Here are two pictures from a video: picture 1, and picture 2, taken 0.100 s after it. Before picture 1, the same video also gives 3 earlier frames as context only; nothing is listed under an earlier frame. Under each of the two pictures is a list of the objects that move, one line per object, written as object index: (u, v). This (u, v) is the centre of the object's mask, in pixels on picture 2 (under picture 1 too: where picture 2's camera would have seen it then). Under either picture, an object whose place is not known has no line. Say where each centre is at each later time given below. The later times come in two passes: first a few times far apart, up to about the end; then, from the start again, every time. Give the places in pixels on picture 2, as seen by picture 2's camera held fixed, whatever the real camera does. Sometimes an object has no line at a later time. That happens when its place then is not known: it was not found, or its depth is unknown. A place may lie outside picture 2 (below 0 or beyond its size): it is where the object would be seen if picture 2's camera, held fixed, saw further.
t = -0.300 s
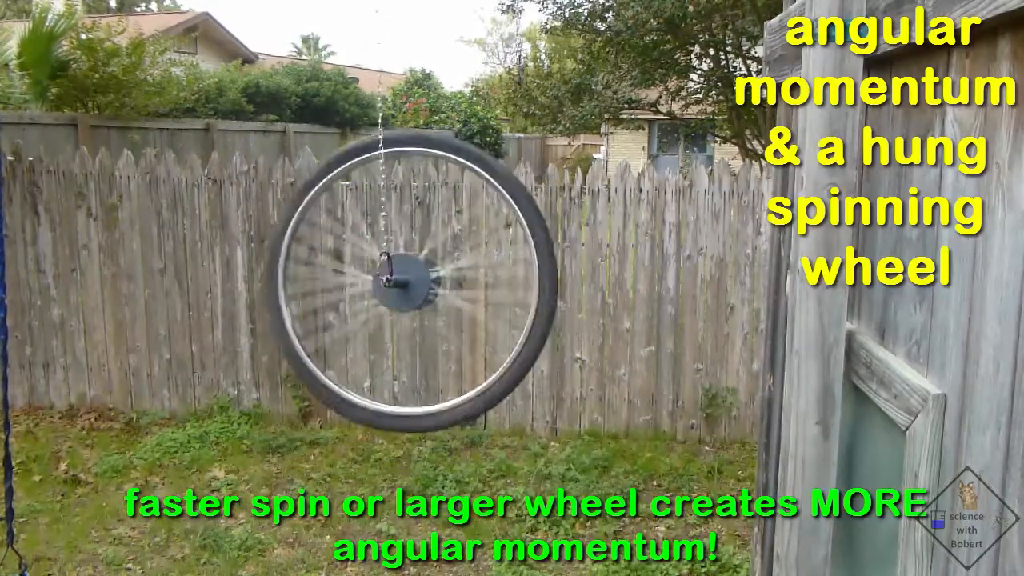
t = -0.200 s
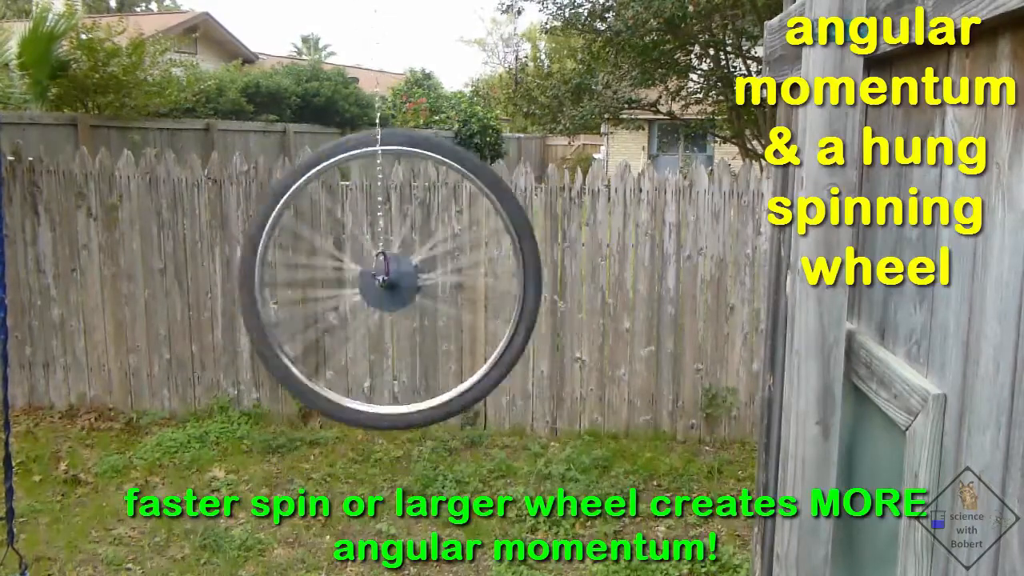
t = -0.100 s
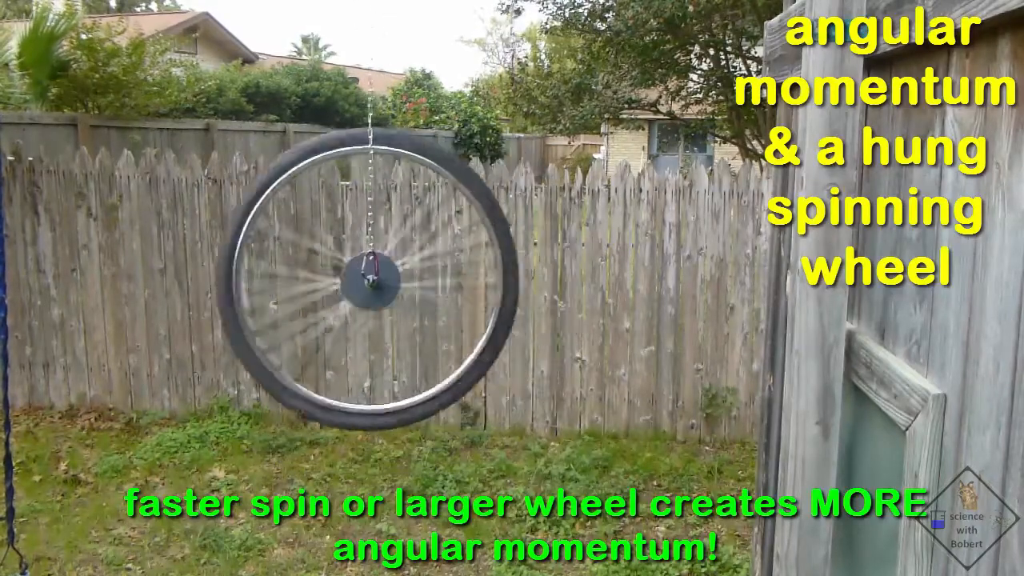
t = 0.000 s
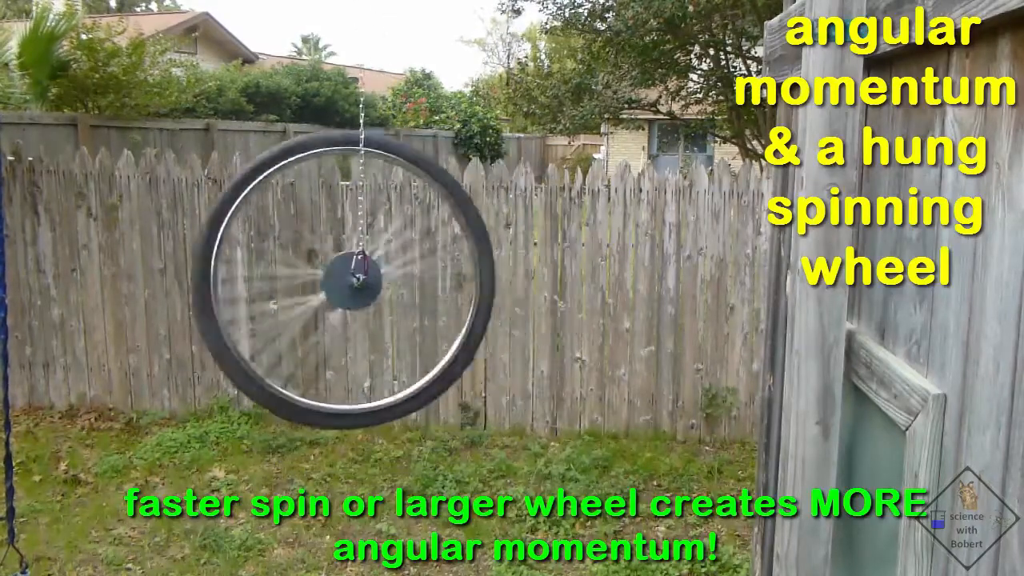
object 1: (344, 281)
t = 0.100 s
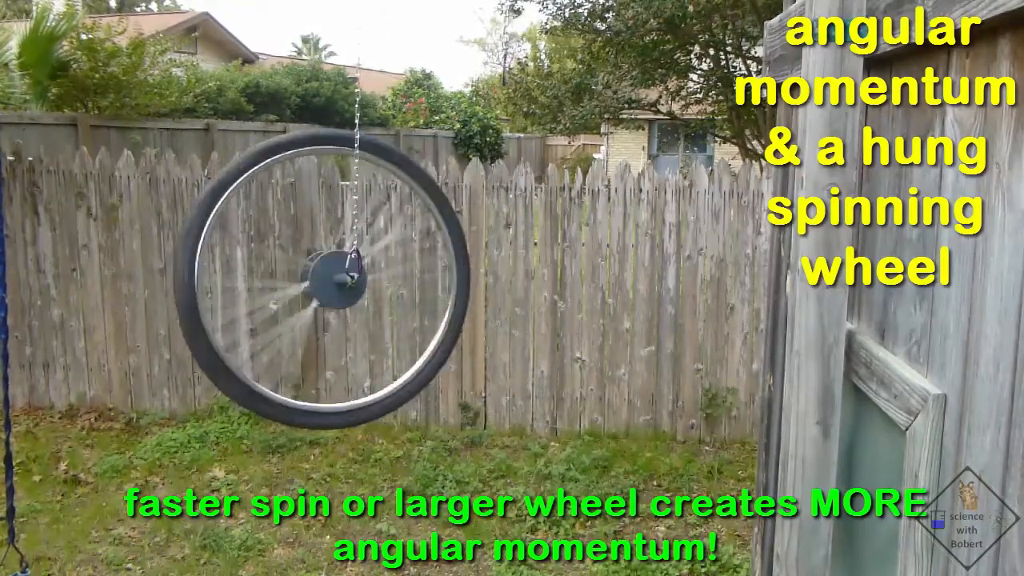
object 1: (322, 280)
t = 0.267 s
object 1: (294, 276)
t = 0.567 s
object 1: (261, 276)
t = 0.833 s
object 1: (254, 285)
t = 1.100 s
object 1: (273, 296)
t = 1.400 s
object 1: (303, 303)
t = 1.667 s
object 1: (332, 308)
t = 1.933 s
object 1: (358, 308)
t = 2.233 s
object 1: (381, 306)
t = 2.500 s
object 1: (411, 302)
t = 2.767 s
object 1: (450, 293)
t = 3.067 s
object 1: (482, 284)
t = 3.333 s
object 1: (497, 281)
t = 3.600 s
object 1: (472, 283)
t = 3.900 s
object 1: (413, 285)
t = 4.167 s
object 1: (347, 283)
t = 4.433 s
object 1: (288, 281)
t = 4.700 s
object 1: (250, 284)
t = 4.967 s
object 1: (245, 286)
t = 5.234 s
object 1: (270, 307)
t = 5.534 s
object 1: (311, 308)
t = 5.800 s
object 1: (347, 310)
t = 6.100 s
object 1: (378, 309)
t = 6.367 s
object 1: (408, 310)
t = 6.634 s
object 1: (435, 303)
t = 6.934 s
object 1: (462, 296)
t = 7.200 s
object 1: (483, 287)
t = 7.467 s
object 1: (475, 283)
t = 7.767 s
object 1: (435, 285)
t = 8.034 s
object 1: (370, 291)
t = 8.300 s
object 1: (302, 293)
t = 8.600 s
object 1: (241, 294)
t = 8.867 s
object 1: (222, 299)
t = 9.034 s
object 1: (231, 298)
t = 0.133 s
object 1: (317, 279)
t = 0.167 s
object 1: (311, 279)
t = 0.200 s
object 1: (306, 278)
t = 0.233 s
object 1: (300, 278)
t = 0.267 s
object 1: (294, 276)
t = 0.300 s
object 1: (288, 276)
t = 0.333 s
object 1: (284, 276)
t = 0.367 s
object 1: (279, 276)
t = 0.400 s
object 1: (274, 278)
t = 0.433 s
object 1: (270, 279)
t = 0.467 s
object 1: (266, 278)
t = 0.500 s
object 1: (264, 276)
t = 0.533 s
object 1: (263, 276)
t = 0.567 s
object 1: (261, 276)
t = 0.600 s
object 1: (260, 277)
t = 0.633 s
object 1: (257, 277)
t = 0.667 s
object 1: (255, 278)
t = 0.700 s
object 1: (255, 278)
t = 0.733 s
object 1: (255, 281)
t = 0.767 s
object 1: (255, 284)
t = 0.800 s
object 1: (256, 285)
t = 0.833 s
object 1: (254, 285)
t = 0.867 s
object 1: (255, 283)
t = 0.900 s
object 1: (257, 283)
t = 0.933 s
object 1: (259, 284)
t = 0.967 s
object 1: (261, 290)
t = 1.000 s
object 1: (264, 291)
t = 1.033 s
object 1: (266, 293)
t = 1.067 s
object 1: (269, 289)
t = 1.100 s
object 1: (273, 296)
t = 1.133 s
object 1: (275, 294)
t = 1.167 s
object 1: (278, 295)
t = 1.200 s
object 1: (281, 299)
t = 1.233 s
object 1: (286, 303)
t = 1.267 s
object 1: (290, 305)
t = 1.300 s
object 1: (294, 304)
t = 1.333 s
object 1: (297, 302)
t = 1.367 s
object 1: (300, 301)
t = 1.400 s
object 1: (303, 303)
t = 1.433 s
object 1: (308, 305)
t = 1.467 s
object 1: (313, 308)
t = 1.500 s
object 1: (318, 308)
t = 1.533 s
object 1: (321, 308)
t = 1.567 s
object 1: (323, 307)
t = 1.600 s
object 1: (326, 308)
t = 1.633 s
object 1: (329, 308)
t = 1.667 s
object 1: (332, 308)
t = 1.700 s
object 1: (335, 308)
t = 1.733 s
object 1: (338, 306)
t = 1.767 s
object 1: (340, 306)
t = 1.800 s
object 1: (343, 307)
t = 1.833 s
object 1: (347, 308)
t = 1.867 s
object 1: (351, 308)
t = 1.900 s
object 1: (355, 308)
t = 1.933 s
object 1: (358, 308)
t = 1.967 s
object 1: (360, 308)
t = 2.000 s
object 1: (362, 307)
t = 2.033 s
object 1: (363, 307)
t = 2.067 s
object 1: (365, 307)
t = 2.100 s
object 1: (367, 306)
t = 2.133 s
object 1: (370, 306)
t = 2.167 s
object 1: (373, 305)
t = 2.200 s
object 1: (377, 306)
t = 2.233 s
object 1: (381, 306)
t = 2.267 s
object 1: (385, 307)
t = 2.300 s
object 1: (390, 308)
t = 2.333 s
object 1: (394, 307)
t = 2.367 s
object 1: (397, 305)
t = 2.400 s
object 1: (401, 304)
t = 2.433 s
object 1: (403, 303)
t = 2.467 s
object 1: (407, 303)
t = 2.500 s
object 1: (411, 302)
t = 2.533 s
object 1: (417, 300)
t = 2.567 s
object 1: (422, 299)
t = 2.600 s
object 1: (427, 298)
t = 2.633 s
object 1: (431, 298)
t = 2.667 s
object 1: (436, 299)
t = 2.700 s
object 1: (441, 299)
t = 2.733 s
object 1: (446, 296)
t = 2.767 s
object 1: (450, 293)
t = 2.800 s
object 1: (454, 291)
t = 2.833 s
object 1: (459, 292)
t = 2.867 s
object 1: (462, 292)
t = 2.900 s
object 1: (466, 288)
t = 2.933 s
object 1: (469, 281)
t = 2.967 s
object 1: (475, 292)
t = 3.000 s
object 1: (473, 292)
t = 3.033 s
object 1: (479, 287)
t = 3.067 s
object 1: (482, 284)
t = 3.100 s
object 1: (486, 283)
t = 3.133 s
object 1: (489, 286)
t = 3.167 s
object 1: (492, 287)
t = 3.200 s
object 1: (494, 287)
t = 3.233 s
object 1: (495, 284)
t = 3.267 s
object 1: (496, 282)
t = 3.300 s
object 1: (497, 280)
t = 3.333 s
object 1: (497, 281)
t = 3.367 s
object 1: (496, 282)
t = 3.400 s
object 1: (492, 282)
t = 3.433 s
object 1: (489, 282)
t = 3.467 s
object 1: (486, 282)
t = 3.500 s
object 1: (484, 282)
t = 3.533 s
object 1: (481, 282)
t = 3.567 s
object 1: (477, 283)
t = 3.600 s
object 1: (472, 283)
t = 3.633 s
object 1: (468, 283)
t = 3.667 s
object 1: (463, 283)
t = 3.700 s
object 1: (458, 282)
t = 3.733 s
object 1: (452, 283)
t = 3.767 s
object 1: (444, 283)
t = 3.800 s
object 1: (436, 284)
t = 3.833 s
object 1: (428, 284)
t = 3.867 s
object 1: (420, 284)
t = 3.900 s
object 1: (413, 285)
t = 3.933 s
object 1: (405, 285)
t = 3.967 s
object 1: (397, 285)
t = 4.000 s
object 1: (389, 285)
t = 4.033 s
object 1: (380, 285)
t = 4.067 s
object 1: (372, 284)
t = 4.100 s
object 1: (364, 283)
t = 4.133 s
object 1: (356, 283)
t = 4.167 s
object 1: (347, 283)
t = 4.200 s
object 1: (338, 284)
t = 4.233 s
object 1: (330, 284)
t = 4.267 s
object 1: (322, 284)
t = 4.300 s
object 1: (314, 285)
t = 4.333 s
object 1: (306, 284)
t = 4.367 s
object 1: (299, 283)
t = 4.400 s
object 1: (293, 282)
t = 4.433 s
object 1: (288, 281)
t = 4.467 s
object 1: (282, 281)
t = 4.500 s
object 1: (276, 281)
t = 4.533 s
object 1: (271, 281)
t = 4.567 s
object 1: (266, 281)
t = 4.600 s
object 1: (261, 281)
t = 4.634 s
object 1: (257, 281)
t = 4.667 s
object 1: (254, 283)
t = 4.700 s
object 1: (250, 284)
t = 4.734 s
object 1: (247, 284)
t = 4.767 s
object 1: (245, 284)
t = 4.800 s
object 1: (244, 282)
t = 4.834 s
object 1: (245, 283)
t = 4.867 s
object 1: (245, 285)
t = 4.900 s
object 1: (245, 287)
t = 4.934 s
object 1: (244, 287)
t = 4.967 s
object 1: (245, 286)
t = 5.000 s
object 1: (244, 287)
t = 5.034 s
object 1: (246, 287)
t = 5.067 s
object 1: (249, 291)
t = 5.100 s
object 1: (252, 295)
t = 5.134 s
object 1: (254, 298)
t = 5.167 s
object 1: (257, 293)
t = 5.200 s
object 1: (263, 301)
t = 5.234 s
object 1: (270, 307)
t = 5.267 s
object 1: (273, 303)
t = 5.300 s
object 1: (277, 302)
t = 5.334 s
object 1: (280, 300)
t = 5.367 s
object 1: (285, 303)
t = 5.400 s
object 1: (291, 306)
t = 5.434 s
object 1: (297, 307)
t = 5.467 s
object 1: (302, 308)
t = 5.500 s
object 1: (307, 307)
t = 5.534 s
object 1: (311, 308)
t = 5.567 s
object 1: (315, 309)
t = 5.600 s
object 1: (320, 310)
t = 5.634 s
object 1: (325, 311)
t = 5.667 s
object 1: (330, 310)
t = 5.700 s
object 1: (334, 309)
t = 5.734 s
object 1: (337, 309)
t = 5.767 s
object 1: (342, 309)
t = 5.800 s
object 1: (347, 310)
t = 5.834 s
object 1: (353, 311)
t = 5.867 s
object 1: (358, 311)
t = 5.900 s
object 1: (363, 311)
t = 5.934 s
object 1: (366, 311)
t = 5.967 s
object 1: (369, 310)
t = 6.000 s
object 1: (371, 310)
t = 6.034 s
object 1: (373, 309)
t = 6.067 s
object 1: (375, 309)
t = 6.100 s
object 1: (378, 309)
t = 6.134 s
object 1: (381, 308)
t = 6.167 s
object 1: (385, 309)
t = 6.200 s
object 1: (388, 309)
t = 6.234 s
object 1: (392, 310)
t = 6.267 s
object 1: (395, 310)
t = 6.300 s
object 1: (400, 312)
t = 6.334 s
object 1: (404, 311)
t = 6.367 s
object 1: (408, 310)
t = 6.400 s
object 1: (410, 308)
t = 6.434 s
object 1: (413, 308)
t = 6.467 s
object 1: (415, 308)
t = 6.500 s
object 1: (418, 308)
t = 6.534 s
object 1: (422, 308)
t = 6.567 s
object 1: (427, 307)
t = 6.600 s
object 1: (431, 305)
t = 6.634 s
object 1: (435, 303)
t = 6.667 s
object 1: (438, 303)
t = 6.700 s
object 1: (442, 303)
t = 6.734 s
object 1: (445, 305)
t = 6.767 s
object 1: (450, 305)
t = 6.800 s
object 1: (454, 300)
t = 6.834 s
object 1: (457, 298)
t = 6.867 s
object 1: (462, 295)
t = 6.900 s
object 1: (467, 294)
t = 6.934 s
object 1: (462, 296)
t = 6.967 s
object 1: (466, 295)
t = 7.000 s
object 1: (470, 293)
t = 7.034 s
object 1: (473, 294)
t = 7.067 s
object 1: (475, 294)
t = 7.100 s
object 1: (478, 291)
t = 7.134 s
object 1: (479, 289)
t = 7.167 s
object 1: (481, 287)
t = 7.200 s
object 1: (483, 287)
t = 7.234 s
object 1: (484, 287)
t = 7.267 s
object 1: (484, 288)
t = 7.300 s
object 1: (484, 287)
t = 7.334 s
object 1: (483, 285)
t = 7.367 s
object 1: (482, 284)
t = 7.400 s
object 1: (480, 283)
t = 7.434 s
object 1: (478, 283)
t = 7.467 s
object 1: (475, 283)
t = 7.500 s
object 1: (471, 283)
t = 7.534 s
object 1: (467, 283)
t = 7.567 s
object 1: (463, 283)
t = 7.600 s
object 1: (459, 284)
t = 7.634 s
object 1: (456, 284)
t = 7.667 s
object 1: (451, 284)
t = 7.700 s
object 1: (445, 285)
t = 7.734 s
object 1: (440, 285)
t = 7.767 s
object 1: (435, 285)
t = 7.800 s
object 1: (427, 285)
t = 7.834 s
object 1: (420, 285)
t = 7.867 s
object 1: (413, 286)
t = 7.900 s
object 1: (406, 287)
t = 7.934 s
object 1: (397, 288)
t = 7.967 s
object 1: (388, 289)
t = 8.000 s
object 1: (379, 290)
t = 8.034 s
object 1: (370, 291)
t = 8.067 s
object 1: (361, 291)
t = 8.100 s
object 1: (353, 291)
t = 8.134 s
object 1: (345, 292)
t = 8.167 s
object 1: (337, 292)
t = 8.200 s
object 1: (329, 292)
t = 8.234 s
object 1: (320, 292)
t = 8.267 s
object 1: (311, 293)
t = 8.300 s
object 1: (302, 293)
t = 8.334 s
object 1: (293, 293)
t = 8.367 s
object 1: (285, 293)
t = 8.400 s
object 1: (278, 294)
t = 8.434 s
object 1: (270, 295)
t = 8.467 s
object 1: (263, 296)
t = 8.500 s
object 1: (256, 296)
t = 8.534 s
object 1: (250, 294)
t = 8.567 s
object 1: (245, 294)
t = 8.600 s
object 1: (241, 294)
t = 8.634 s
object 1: (237, 294)
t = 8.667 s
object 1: (234, 295)
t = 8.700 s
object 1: (230, 295)
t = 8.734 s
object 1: (226, 295)
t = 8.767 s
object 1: (225, 293)
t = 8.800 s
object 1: (224, 294)
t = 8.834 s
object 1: (224, 294)
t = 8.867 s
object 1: (222, 299)
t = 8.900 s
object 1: (223, 301)
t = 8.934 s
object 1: (222, 300)
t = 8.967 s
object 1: (224, 297)
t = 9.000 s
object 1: (225, 294)
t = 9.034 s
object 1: (231, 298)
